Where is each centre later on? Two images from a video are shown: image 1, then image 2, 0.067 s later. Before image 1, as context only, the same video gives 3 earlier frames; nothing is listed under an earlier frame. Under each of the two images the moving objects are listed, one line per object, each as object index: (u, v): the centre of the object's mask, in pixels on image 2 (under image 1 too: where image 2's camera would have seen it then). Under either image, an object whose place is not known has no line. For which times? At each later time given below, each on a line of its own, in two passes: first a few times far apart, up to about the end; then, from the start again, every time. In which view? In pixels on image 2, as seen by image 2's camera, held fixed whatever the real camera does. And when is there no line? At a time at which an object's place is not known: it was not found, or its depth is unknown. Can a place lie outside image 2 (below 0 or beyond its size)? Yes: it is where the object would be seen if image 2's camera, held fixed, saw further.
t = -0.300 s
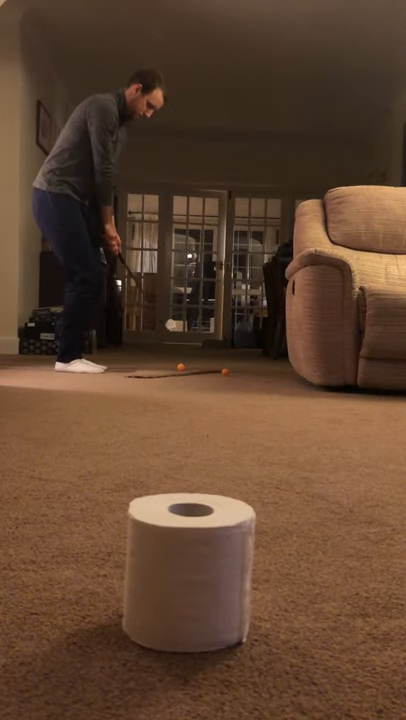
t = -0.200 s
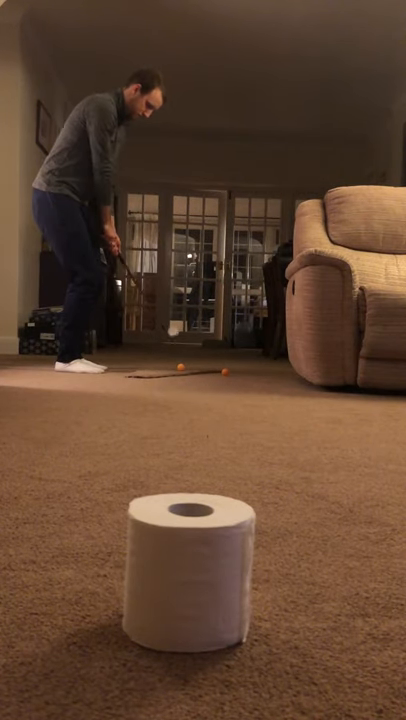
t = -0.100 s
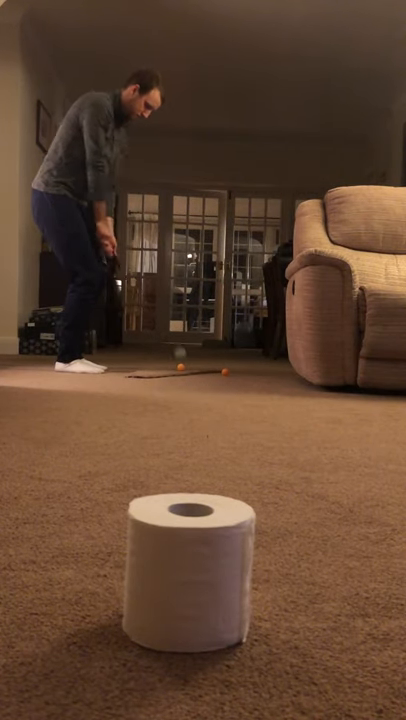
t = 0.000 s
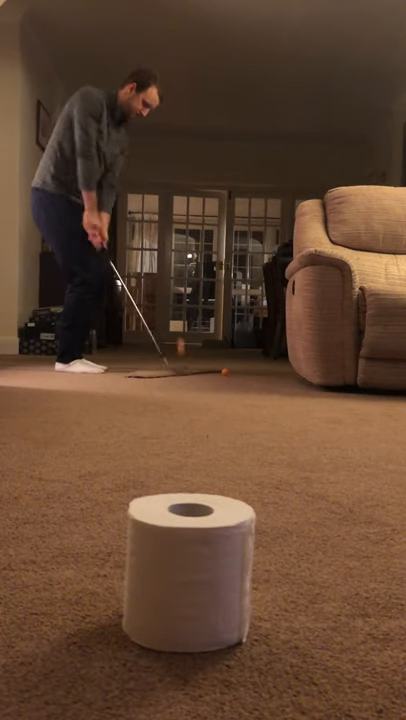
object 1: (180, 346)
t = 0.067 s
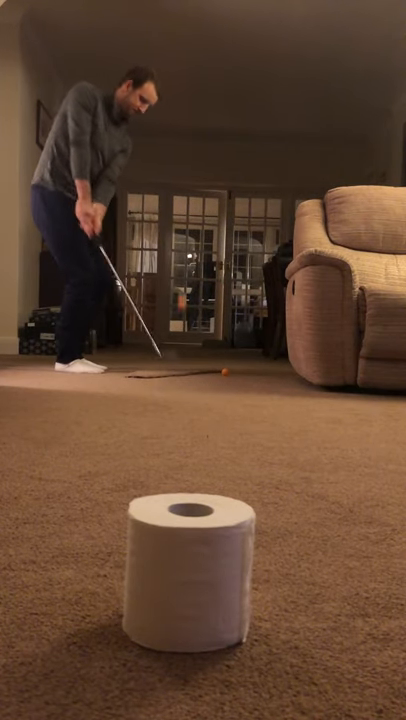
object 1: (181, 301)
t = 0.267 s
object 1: (184, 177)
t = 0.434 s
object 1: (186, 107)
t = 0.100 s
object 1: (182, 279)
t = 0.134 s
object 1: (182, 257)
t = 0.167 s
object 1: (183, 236)
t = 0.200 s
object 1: (183, 216)
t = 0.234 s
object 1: (183, 194)
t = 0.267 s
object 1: (184, 177)
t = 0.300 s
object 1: (184, 160)
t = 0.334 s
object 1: (184, 143)
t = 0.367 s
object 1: (185, 129)
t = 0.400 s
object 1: (186, 117)
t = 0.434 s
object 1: (186, 107)
